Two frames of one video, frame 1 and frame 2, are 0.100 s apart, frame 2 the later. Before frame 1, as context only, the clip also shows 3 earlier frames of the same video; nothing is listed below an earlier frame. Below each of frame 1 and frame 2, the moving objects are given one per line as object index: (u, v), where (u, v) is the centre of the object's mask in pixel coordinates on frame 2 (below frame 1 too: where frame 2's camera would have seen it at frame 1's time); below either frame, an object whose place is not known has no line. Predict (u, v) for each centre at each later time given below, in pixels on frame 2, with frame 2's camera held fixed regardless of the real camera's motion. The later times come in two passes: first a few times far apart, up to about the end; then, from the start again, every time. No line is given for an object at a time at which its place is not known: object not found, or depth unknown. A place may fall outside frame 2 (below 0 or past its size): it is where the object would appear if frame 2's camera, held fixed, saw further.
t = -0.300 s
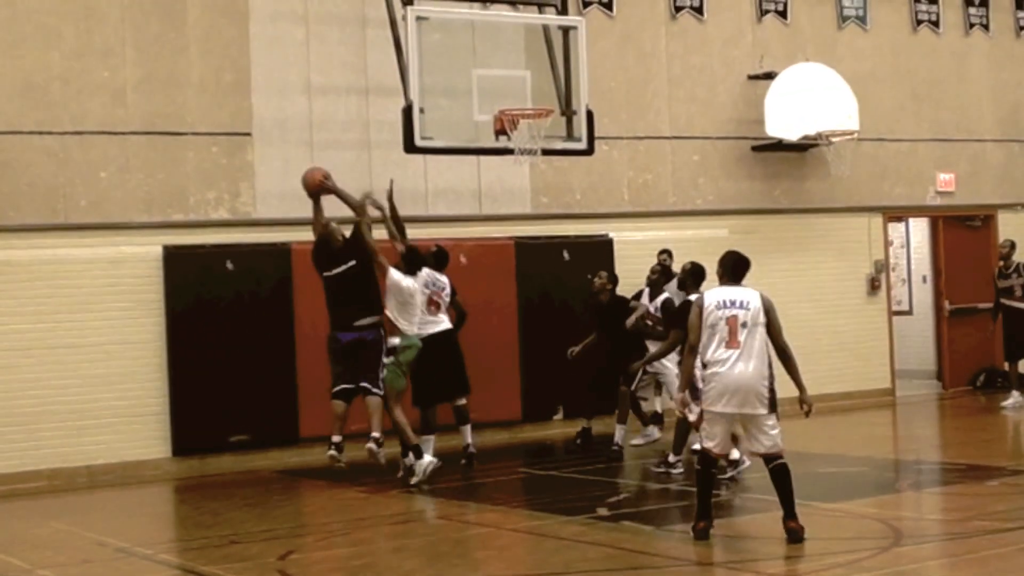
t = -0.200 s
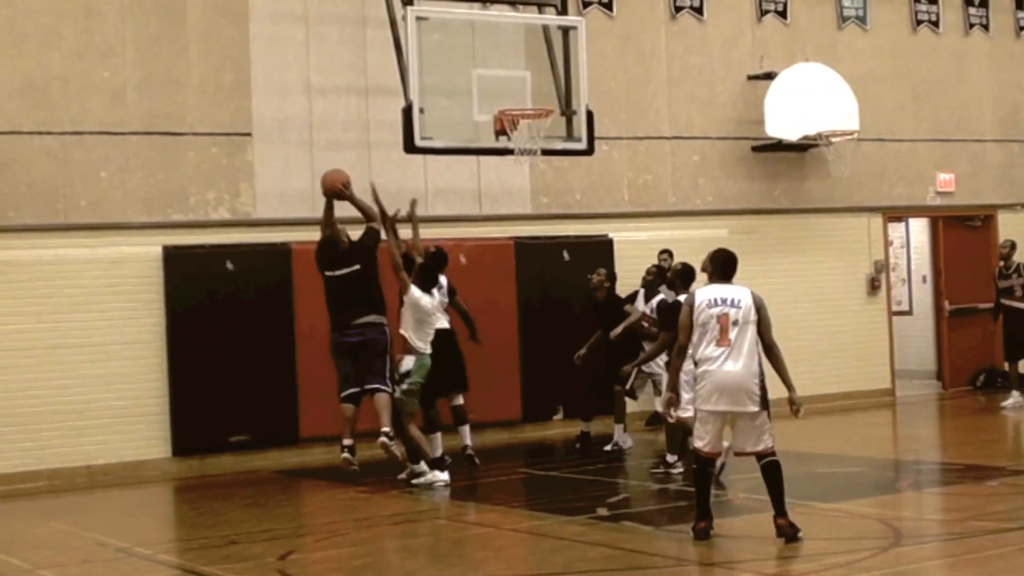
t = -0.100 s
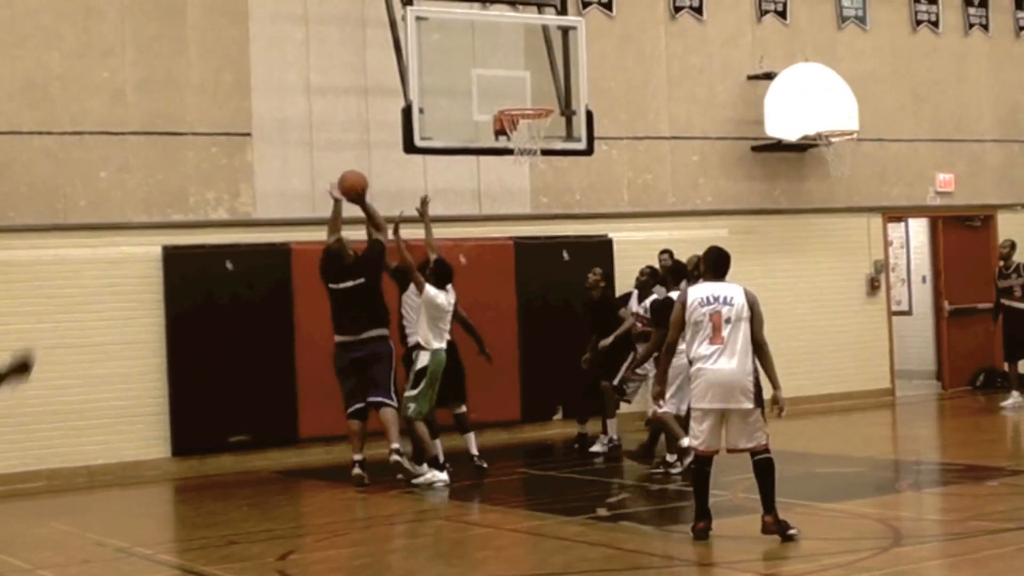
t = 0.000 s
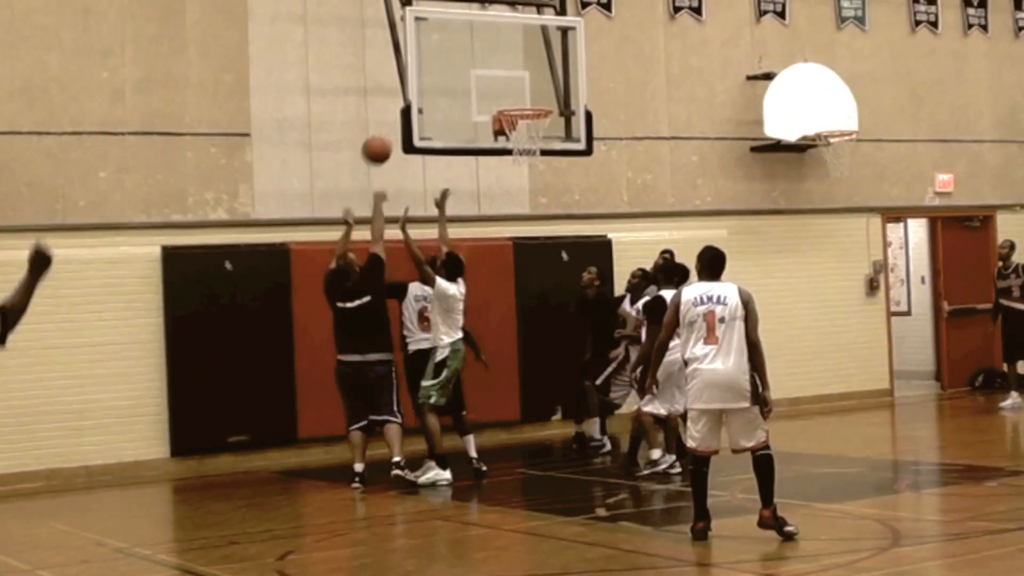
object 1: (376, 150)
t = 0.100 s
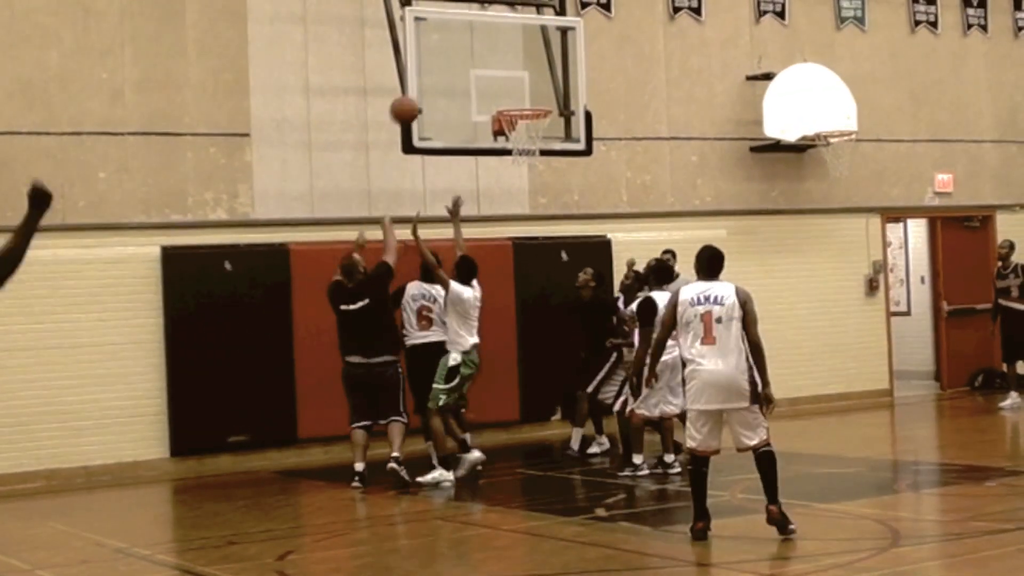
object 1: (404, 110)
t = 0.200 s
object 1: (432, 83)
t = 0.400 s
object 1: (482, 75)
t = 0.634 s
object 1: (539, 133)
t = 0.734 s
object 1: (551, 154)
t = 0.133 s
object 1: (413, 100)
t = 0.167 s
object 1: (423, 91)
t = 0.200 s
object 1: (432, 83)
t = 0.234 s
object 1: (440, 77)
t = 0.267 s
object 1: (449, 72)
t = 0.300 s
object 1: (457, 69)
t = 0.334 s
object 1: (465, 69)
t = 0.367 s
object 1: (473, 71)
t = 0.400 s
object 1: (482, 75)
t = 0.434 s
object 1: (490, 80)
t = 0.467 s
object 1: (498, 86)
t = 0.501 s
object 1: (506, 93)
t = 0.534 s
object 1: (514, 99)
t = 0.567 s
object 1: (522, 104)
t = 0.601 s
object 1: (532, 123)
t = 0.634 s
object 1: (539, 133)
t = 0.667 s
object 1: (545, 141)
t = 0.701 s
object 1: (548, 147)
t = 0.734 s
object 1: (551, 154)
